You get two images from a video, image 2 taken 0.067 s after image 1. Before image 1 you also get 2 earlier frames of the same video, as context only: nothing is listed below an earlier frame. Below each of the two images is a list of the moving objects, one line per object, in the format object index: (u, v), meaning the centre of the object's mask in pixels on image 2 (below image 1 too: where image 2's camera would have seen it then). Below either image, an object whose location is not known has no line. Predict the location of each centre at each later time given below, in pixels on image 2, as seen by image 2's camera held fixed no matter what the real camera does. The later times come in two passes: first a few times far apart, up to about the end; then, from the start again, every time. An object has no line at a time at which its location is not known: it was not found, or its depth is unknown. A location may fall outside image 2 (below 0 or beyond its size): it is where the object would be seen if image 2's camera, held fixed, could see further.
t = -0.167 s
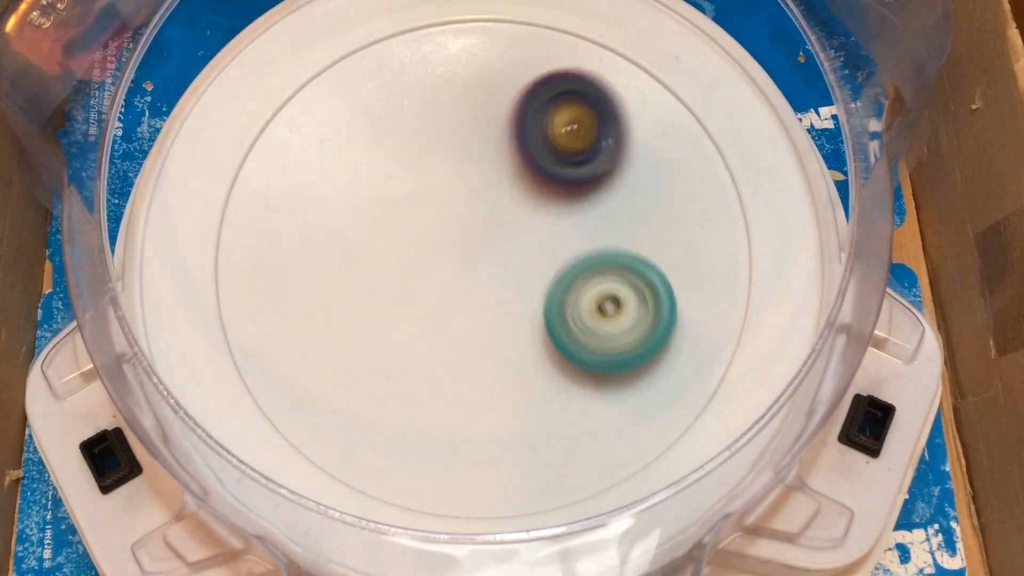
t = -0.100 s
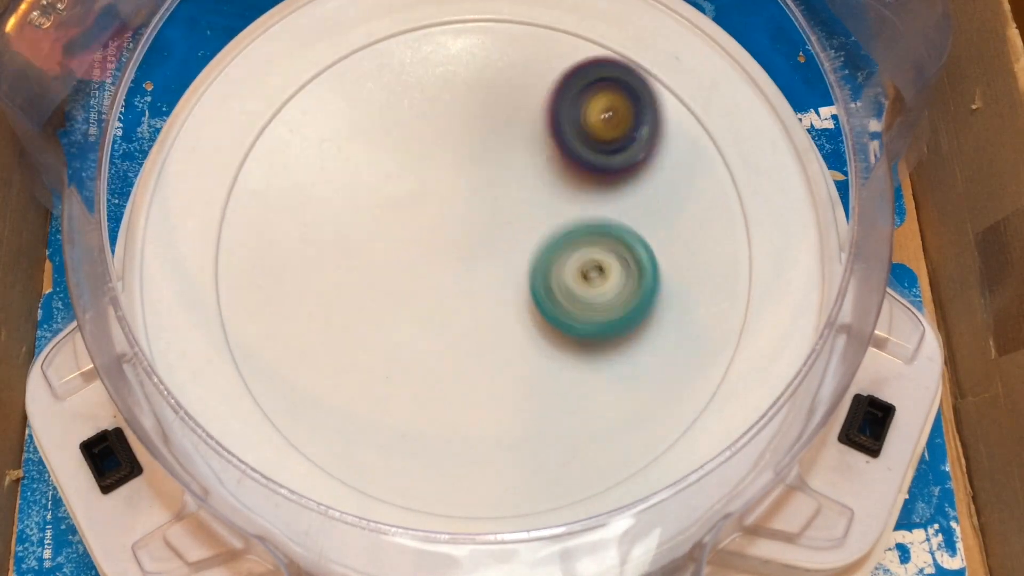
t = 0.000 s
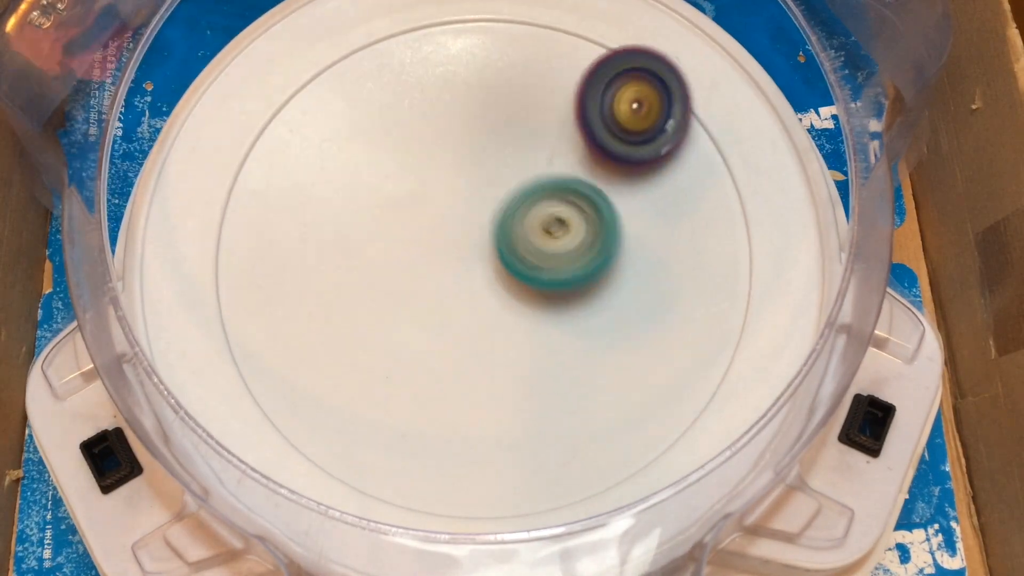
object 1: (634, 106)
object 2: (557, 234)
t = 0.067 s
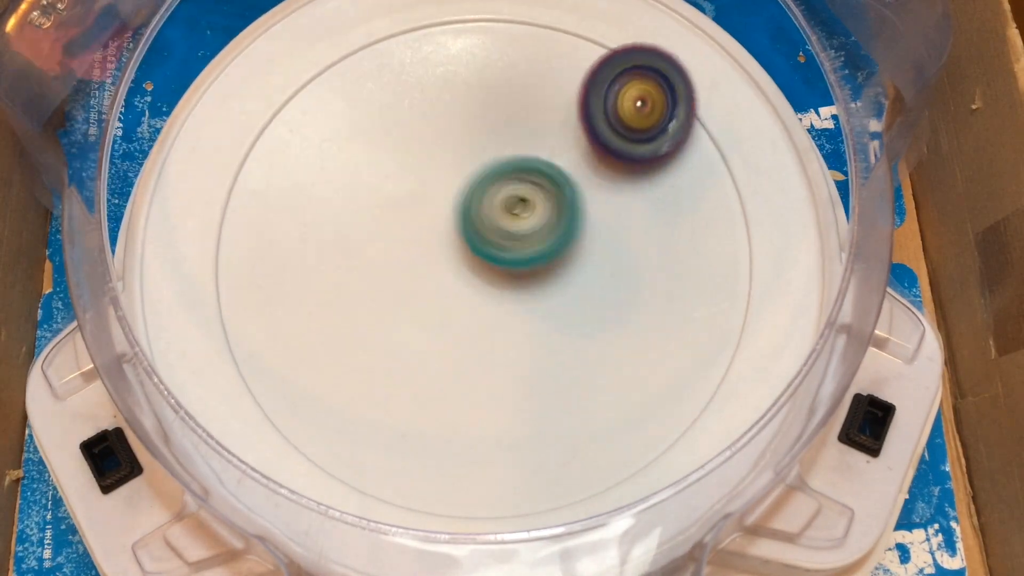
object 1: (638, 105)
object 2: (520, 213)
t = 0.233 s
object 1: (613, 101)
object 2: (426, 197)
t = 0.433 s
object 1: (564, 106)
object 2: (390, 234)
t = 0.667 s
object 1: (578, 163)
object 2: (425, 302)
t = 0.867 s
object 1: (659, 199)
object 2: (452, 320)
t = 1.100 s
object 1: (717, 152)
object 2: (439, 278)
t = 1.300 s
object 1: (643, 116)
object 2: (412, 249)
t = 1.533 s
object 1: (568, 242)
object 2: (417, 265)
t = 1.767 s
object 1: (637, 409)
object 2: (442, 246)
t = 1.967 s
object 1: (698, 323)
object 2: (452, 201)
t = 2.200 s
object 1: (541, 144)
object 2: (436, 211)
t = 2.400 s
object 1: (366, 148)
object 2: (345, 302)
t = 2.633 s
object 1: (222, 220)
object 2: (480, 458)
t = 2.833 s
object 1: (371, 452)
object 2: (551, 342)
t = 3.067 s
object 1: (748, 280)
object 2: (513, 167)
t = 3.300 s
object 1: (400, 33)
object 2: (442, 168)
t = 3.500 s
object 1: (351, 451)
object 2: (405, 269)
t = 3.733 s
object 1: (747, 210)
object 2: (424, 317)
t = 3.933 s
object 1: (384, 37)
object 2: (457, 265)
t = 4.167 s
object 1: (382, 469)
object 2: (474, 213)
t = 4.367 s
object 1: (743, 304)
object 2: (465, 222)
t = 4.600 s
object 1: (477, 26)
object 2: (437, 236)
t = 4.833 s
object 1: (230, 321)
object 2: (453, 210)
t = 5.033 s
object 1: (595, 463)
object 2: (503, 206)
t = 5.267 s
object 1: (707, 115)
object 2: (519, 255)
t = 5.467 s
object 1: (396, 31)
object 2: (465, 279)
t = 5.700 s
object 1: (259, 378)
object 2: (434, 232)
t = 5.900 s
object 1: (628, 445)
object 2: (488, 206)
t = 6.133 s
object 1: (715, 127)
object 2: (538, 246)
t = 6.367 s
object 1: (373, 36)
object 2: (487, 296)
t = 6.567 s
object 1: (231, 316)
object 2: (430, 271)
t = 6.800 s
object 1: (583, 462)
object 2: (440, 216)
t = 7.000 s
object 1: (730, 207)
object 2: (486, 206)
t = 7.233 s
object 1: (483, 24)
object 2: (511, 241)
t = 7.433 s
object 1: (234, 171)
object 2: (491, 269)
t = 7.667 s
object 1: (404, 465)
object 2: (452, 267)
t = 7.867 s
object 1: (701, 352)
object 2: (446, 241)
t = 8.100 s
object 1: (647, 59)
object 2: (470, 215)
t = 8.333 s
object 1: (333, 49)
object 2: (486, 224)
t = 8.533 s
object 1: (230, 310)
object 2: (477, 231)
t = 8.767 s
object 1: (542, 469)
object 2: (460, 229)
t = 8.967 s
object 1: (732, 270)
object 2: (458, 231)
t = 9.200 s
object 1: (578, 35)
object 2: (461, 231)
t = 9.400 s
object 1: (316, 59)
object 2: (463, 229)
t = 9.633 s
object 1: (246, 357)
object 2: (467, 227)
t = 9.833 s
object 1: (514, 470)
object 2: (470, 226)
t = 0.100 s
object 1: (636, 104)
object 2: (500, 206)
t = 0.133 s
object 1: (632, 104)
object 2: (480, 201)
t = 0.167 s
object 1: (627, 103)
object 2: (460, 198)
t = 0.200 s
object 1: (620, 103)
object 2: (441, 197)
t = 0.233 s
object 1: (613, 101)
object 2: (426, 197)
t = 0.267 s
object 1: (605, 99)
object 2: (413, 200)
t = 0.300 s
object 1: (596, 100)
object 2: (404, 204)
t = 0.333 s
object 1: (588, 99)
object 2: (397, 209)
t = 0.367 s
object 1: (579, 100)
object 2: (393, 216)
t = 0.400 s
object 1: (571, 102)
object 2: (391, 224)
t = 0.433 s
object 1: (564, 106)
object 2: (390, 234)
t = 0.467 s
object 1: (558, 110)
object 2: (390, 244)
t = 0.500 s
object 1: (555, 115)
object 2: (393, 254)
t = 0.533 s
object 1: (554, 123)
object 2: (399, 265)
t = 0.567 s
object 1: (556, 132)
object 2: (405, 275)
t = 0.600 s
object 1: (562, 141)
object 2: (412, 285)
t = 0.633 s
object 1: (568, 153)
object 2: (419, 294)
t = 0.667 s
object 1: (578, 163)
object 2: (425, 302)
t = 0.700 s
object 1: (589, 171)
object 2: (432, 309)
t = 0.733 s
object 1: (602, 179)
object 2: (438, 315)
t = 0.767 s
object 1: (615, 187)
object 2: (444, 319)
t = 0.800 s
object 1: (629, 193)
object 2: (448, 321)
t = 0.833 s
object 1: (644, 197)
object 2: (450, 321)
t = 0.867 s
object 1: (659, 199)
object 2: (452, 320)
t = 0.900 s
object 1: (672, 198)
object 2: (452, 317)
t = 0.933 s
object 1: (684, 195)
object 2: (451, 312)
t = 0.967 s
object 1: (694, 189)
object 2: (450, 307)
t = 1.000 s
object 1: (703, 182)
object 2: (448, 300)
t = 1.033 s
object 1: (710, 174)
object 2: (446, 293)
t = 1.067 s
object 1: (716, 163)
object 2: (443, 286)
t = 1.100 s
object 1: (717, 152)
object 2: (439, 278)
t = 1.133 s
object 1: (705, 146)
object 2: (435, 271)
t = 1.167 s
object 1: (692, 139)
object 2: (430, 265)
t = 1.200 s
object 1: (679, 132)
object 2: (426, 259)
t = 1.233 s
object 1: (666, 125)
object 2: (421, 255)
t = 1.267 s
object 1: (654, 119)
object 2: (416, 251)
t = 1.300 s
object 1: (643, 116)
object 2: (412, 249)
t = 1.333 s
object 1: (631, 117)
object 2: (409, 248)
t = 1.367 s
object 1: (618, 125)
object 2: (406, 248)
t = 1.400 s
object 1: (603, 140)
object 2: (405, 250)
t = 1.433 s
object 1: (589, 160)
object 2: (407, 253)
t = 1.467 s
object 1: (579, 184)
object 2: (409, 256)
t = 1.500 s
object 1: (572, 211)
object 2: (413, 260)
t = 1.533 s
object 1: (568, 242)
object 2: (417, 265)
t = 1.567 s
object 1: (568, 274)
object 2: (420, 268)
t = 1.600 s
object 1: (571, 306)
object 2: (424, 268)
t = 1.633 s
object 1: (578, 336)
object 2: (427, 267)
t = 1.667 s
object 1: (590, 362)
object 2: (431, 264)
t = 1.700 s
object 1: (604, 383)
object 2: (435, 259)
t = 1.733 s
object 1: (620, 400)
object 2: (438, 253)
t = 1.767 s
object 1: (637, 409)
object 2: (442, 246)
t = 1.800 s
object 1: (657, 412)
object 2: (445, 239)
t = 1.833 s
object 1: (674, 408)
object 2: (448, 231)
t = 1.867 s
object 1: (684, 394)
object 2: (451, 222)
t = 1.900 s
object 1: (689, 373)
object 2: (453, 214)
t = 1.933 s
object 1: (692, 350)
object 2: (453, 207)
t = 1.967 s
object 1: (698, 323)
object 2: (452, 201)
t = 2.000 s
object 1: (701, 296)
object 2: (451, 197)
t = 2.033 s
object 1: (701, 264)
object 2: (448, 194)
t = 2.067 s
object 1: (689, 232)
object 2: (445, 194)
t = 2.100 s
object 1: (665, 200)
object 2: (442, 196)
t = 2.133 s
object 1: (630, 176)
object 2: (440, 200)
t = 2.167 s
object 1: (587, 156)
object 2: (438, 205)
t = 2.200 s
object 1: (541, 144)
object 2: (436, 211)
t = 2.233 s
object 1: (517, 125)
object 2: (407, 231)
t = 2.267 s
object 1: (492, 113)
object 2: (383, 249)
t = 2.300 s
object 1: (463, 107)
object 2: (364, 264)
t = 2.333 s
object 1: (432, 111)
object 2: (351, 279)
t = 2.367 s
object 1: (399, 125)
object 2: (345, 292)
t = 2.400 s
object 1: (366, 148)
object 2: (345, 302)
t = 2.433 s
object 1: (334, 183)
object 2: (350, 310)
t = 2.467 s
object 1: (306, 185)
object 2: (363, 344)
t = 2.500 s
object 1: (276, 175)
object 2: (383, 387)
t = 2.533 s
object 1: (254, 175)
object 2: (406, 420)
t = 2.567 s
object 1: (238, 181)
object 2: (432, 444)
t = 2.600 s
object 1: (227, 196)
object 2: (457, 456)
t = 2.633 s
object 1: (222, 220)
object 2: (480, 458)
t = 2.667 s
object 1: (223, 251)
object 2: (501, 452)
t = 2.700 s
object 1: (231, 288)
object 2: (518, 439)
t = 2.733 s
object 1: (248, 329)
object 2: (531, 421)
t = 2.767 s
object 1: (275, 373)
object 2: (542, 396)
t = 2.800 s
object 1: (317, 418)
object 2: (549, 369)
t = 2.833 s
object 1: (371, 452)
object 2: (551, 342)
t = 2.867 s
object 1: (440, 472)
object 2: (550, 313)
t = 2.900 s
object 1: (511, 474)
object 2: (549, 284)
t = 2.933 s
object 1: (580, 462)
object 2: (545, 255)
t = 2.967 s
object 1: (637, 437)
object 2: (540, 228)
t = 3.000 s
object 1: (693, 398)
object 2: (533, 205)
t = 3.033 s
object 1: (732, 340)
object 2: (524, 184)
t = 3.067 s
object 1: (748, 280)
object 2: (513, 167)
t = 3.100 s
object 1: (750, 214)
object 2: (502, 153)
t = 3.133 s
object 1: (731, 151)
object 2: (491, 144)
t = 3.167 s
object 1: (693, 97)
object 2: (481, 139)
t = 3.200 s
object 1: (637, 46)
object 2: (471, 140)
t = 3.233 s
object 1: (566, 28)
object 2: (461, 146)
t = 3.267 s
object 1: (482, 24)
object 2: (452, 155)
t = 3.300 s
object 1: (400, 33)
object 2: (442, 168)
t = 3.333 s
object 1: (325, 60)
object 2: (434, 182)
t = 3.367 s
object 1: (264, 126)
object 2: (426, 199)
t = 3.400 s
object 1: (230, 218)
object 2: (419, 215)
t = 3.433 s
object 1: (233, 308)
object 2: (413, 233)
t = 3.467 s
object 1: (276, 392)
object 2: (408, 251)
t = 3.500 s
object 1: (351, 451)
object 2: (405, 269)
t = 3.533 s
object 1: (444, 481)
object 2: (405, 284)
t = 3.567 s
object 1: (531, 481)
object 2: (406, 297)
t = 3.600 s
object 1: (613, 454)
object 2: (408, 306)
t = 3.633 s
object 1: (679, 410)
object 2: (411, 313)
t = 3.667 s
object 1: (728, 351)
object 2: (415, 317)
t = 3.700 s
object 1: (748, 280)
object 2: (419, 318)
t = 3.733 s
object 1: (747, 210)
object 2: (424, 317)
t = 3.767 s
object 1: (724, 140)
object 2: (428, 313)
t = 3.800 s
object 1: (683, 88)
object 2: (434, 306)
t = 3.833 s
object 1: (621, 44)
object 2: (439, 298)
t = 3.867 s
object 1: (546, 28)
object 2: (445, 287)
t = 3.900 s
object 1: (464, 26)
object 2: (452, 275)
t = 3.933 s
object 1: (384, 37)
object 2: (457, 265)
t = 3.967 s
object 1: (317, 66)
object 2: (463, 254)
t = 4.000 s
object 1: (258, 128)
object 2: (467, 244)
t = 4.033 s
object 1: (229, 203)
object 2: (471, 235)
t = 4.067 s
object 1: (224, 286)
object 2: (473, 228)
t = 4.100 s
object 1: (251, 363)
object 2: (473, 221)
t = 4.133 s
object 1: (309, 427)
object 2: (474, 217)
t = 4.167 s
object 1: (382, 469)
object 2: (474, 213)
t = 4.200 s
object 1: (458, 483)
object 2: (473, 211)
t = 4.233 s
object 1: (541, 478)
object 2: (472, 211)
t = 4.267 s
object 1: (606, 460)
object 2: (472, 212)
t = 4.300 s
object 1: (667, 420)
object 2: (470, 215)
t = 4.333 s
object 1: (717, 367)
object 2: (468, 219)
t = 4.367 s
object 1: (743, 304)
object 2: (465, 222)
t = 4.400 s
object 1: (748, 238)
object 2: (461, 226)
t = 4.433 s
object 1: (736, 175)
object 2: (456, 230)
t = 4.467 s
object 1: (711, 120)
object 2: (452, 233)
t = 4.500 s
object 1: (666, 71)
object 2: (447, 236)
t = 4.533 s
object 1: (609, 40)
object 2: (443, 237)
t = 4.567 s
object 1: (545, 28)
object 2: (440, 237)
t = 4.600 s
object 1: (477, 26)
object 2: (437, 236)
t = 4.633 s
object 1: (411, 31)
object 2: (435, 234)
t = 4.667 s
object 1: (350, 44)
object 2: (435, 231)
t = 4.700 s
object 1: (297, 78)
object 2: (436, 227)
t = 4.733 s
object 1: (255, 129)
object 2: (438, 223)
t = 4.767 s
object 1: (227, 190)
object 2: (443, 218)
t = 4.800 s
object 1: (221, 259)
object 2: (447, 214)
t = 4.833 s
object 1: (230, 321)
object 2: (453, 210)
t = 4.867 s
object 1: (262, 384)
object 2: (461, 207)
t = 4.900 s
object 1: (316, 432)
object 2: (470, 204)
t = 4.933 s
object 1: (385, 469)
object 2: (478, 203)
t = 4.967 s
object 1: (457, 483)
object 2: (487, 202)
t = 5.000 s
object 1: (525, 481)
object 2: (495, 204)
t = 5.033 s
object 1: (595, 463)
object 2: (503, 206)
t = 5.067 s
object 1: (658, 428)
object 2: (510, 211)
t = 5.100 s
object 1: (705, 381)
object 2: (516, 216)
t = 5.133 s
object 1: (733, 331)
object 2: (521, 222)
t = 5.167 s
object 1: (746, 274)
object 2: (524, 230)
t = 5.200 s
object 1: (746, 218)
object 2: (524, 238)
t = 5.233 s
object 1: (734, 164)
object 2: (522, 247)
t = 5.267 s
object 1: (707, 115)
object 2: (519, 255)
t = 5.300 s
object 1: (672, 76)
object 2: (513, 263)
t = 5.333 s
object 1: (625, 43)
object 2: (505, 269)
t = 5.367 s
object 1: (571, 30)
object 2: (496, 274)
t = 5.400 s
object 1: (514, 24)
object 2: (486, 277)
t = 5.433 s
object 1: (453, 25)
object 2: (476, 279)
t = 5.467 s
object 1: (396, 31)
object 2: (465, 279)
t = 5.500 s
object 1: (341, 46)
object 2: (456, 276)
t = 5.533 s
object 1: (293, 81)
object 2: (447, 272)
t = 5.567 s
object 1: (253, 131)
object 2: (440, 266)
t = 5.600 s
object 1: (228, 191)
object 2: (435, 259)
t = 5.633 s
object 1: (219, 257)
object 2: (432, 250)
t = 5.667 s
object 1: (229, 318)
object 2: (432, 241)
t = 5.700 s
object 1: (259, 378)
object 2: (434, 232)
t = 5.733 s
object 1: (309, 427)
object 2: (440, 225)
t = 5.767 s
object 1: (377, 465)
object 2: (447, 218)
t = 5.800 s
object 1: (438, 480)
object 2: (457, 213)
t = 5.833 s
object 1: (507, 482)
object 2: (467, 209)
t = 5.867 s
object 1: (568, 470)
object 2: (478, 207)
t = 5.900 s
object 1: (628, 445)
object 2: (488, 206)
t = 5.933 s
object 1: (679, 410)
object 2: (500, 207)
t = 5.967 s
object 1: (714, 368)
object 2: (510, 209)
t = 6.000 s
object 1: (737, 321)
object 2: (519, 214)
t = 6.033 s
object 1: (747, 269)
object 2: (526, 220)
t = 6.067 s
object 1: (748, 219)
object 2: (532, 227)
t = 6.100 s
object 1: (737, 170)
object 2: (536, 236)
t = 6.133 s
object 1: (715, 127)
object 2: (538, 246)
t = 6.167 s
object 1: (684, 84)
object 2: (536, 256)
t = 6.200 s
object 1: (642, 50)
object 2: (532, 266)
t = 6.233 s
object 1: (595, 32)
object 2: (526, 275)
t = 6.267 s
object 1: (541, 24)
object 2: (518, 283)
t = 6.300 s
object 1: (483, 23)
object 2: (509, 289)
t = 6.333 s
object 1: (428, 26)
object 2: (498, 293)
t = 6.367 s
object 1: (373, 36)
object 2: (487, 296)
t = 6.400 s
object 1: (324, 53)
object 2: (475, 296)
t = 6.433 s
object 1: (279, 93)
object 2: (464, 295)
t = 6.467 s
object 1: (246, 143)
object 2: (453, 291)
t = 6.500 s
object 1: (227, 199)
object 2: (444, 286)
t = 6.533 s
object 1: (219, 253)
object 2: (436, 279)
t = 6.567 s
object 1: (231, 316)
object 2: (430, 271)
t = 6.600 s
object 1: (254, 369)
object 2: (425, 263)
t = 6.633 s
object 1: (294, 416)
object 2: (423, 254)
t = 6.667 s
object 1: (347, 451)
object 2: (423, 246)
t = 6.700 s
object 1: (407, 473)
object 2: (425, 237)
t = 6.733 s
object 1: (465, 482)
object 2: (428, 230)
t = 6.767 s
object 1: (526, 477)
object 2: (434, 222)
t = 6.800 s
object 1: (583, 462)
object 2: (440, 216)
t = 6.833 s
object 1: (637, 433)
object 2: (447, 211)
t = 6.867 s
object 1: (677, 398)
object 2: (455, 207)
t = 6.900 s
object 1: (709, 353)
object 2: (463, 205)
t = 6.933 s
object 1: (726, 306)
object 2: (471, 204)
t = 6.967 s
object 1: (734, 257)
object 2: (479, 204)
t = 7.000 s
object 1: (730, 207)
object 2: (486, 206)
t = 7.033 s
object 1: (718, 160)
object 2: (493, 209)
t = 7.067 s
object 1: (697, 119)
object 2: (499, 214)
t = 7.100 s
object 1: (665, 81)
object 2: (503, 218)
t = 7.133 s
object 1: (630, 47)
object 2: (507, 224)
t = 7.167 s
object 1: (587, 32)
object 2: (510, 229)
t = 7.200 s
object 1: (537, 26)
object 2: (511, 235)
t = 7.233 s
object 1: (483, 24)
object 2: (511, 241)
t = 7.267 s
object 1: (429, 26)
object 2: (509, 246)
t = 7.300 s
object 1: (378, 35)
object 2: (507, 252)
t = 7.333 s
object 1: (331, 50)
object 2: (504, 257)
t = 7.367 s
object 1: (290, 82)
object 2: (500, 261)
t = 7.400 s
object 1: (256, 126)
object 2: (496, 266)
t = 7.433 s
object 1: (234, 171)
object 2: (491, 269)
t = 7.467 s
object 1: (221, 228)
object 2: (485, 271)
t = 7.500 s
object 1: (222, 281)
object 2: (479, 272)
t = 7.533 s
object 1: (235, 330)
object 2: (473, 273)
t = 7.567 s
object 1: (261, 376)
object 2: (467, 273)
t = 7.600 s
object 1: (300, 416)
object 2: (461, 272)
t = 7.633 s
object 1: (351, 448)
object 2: (456, 270)
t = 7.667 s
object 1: (404, 465)
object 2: (452, 267)
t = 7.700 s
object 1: (466, 471)
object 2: (449, 263)
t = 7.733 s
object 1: (524, 468)
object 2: (446, 259)
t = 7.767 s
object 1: (580, 452)
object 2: (445, 255)
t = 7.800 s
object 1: (629, 426)
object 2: (444, 250)
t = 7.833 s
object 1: (669, 392)
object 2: (445, 245)
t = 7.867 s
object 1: (701, 352)
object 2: (446, 241)
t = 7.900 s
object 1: (719, 309)
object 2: (448, 236)
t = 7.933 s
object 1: (730, 263)
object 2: (451, 231)
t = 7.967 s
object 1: (730, 216)
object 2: (455, 227)
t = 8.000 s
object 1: (721, 171)
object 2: (458, 223)
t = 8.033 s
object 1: (704, 131)
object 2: (462, 220)
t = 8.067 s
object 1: (680, 94)
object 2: (466, 217)
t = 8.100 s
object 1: (647, 59)
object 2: (470, 215)
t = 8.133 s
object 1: (610, 38)
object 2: (473, 214)
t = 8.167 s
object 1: (567, 30)
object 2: (477, 214)
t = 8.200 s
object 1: (520, 26)
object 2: (480, 215)
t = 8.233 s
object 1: (470, 24)
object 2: (482, 217)
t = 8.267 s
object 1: (424, 29)
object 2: (484, 219)
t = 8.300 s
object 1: (376, 37)
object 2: (485, 221)
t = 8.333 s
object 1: (333, 49)
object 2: (486, 224)
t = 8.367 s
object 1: (296, 78)
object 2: (486, 226)
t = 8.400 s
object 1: (263, 114)
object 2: (485, 228)
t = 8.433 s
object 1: (240, 161)
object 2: (484, 229)
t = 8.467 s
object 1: (224, 206)
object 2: (482, 230)
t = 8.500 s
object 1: (222, 261)
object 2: (480, 230)
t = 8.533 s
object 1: (230, 310)
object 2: (477, 231)
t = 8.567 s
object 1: (251, 357)
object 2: (475, 230)
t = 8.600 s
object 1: (282, 399)
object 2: (472, 230)
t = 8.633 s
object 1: (327, 435)
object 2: (469, 230)
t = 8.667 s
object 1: (373, 459)
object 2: (466, 230)
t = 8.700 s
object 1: (426, 471)
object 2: (464, 229)
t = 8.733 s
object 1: (484, 475)
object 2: (462, 229)
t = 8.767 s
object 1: (542, 469)
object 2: (460, 229)
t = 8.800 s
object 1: (593, 453)
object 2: (459, 229)
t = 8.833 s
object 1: (641, 429)
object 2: (458, 229)
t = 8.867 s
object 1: (675, 397)
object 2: (458, 230)
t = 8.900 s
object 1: (706, 356)
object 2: (458, 230)
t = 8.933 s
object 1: (723, 315)
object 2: (458, 230)
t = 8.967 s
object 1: (732, 270)
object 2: (458, 231)
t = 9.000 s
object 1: (732, 225)
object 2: (458, 232)
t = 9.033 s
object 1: (724, 181)
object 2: (459, 232)
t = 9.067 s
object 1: (709, 147)
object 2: (459, 232)
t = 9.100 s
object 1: (684, 109)
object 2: (460, 232)
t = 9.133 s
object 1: (654, 74)
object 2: (460, 231)
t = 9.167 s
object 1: (618, 48)
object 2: (461, 231)
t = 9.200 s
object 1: (578, 35)
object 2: (461, 231)
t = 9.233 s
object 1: (536, 29)
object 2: (462, 230)
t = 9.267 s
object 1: (491, 27)
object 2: (462, 230)
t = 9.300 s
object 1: (445, 28)
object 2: (462, 229)
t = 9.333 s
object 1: (399, 33)
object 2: (463, 229)
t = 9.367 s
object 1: (356, 42)
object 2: (463, 229)
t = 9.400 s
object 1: (316, 59)
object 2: (463, 229)
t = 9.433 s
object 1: (281, 91)
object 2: (464, 228)
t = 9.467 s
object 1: (252, 129)
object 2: (464, 228)
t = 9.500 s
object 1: (232, 169)
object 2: (465, 228)
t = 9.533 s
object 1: (221, 220)
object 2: (465, 228)
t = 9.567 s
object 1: (218, 268)
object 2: (466, 228)
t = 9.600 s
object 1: (228, 314)
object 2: (467, 228)
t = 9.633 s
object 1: (246, 357)
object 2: (467, 227)
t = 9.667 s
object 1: (274, 397)
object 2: (468, 227)
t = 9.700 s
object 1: (313, 427)
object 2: (469, 227)
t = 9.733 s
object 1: (357, 452)
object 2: (469, 227)
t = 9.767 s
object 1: (410, 467)
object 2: (470, 226)
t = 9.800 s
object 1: (463, 473)
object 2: (470, 226)
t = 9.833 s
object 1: (514, 470)
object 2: (470, 226)
